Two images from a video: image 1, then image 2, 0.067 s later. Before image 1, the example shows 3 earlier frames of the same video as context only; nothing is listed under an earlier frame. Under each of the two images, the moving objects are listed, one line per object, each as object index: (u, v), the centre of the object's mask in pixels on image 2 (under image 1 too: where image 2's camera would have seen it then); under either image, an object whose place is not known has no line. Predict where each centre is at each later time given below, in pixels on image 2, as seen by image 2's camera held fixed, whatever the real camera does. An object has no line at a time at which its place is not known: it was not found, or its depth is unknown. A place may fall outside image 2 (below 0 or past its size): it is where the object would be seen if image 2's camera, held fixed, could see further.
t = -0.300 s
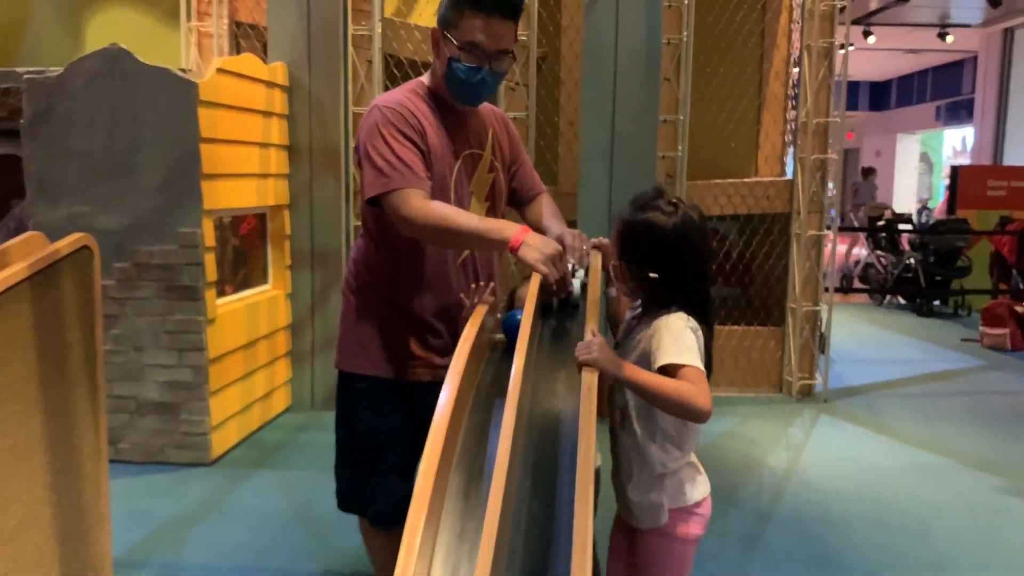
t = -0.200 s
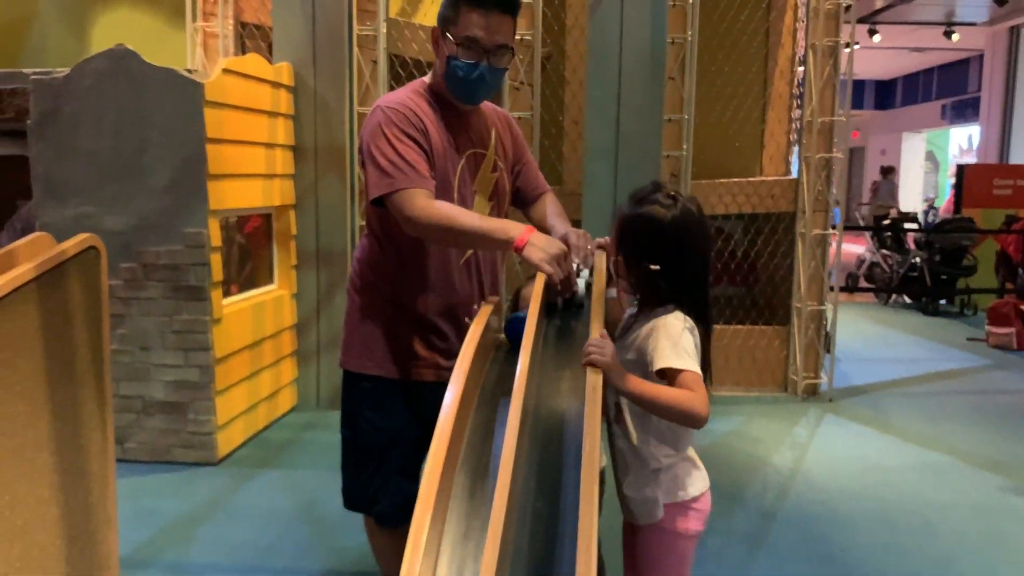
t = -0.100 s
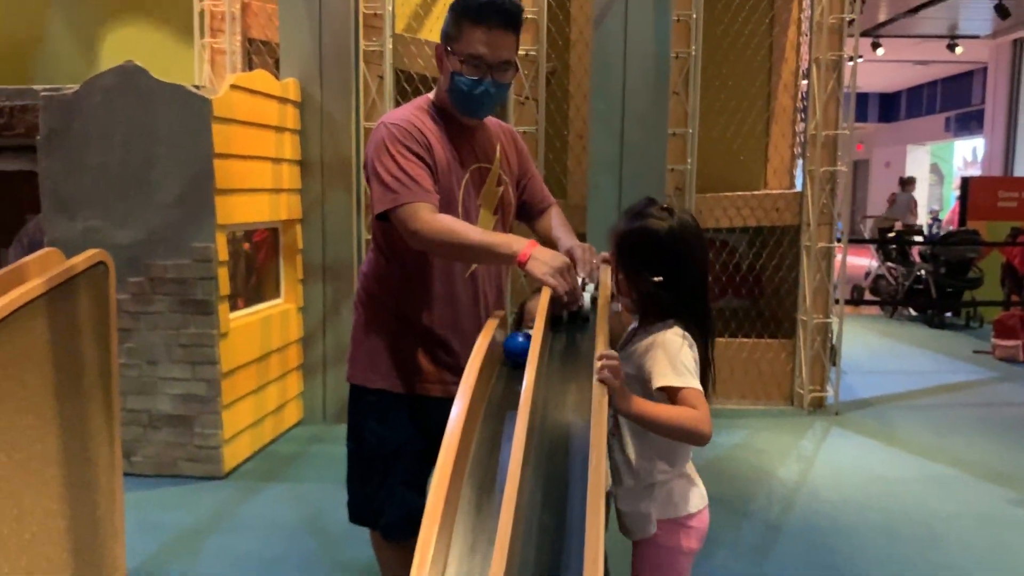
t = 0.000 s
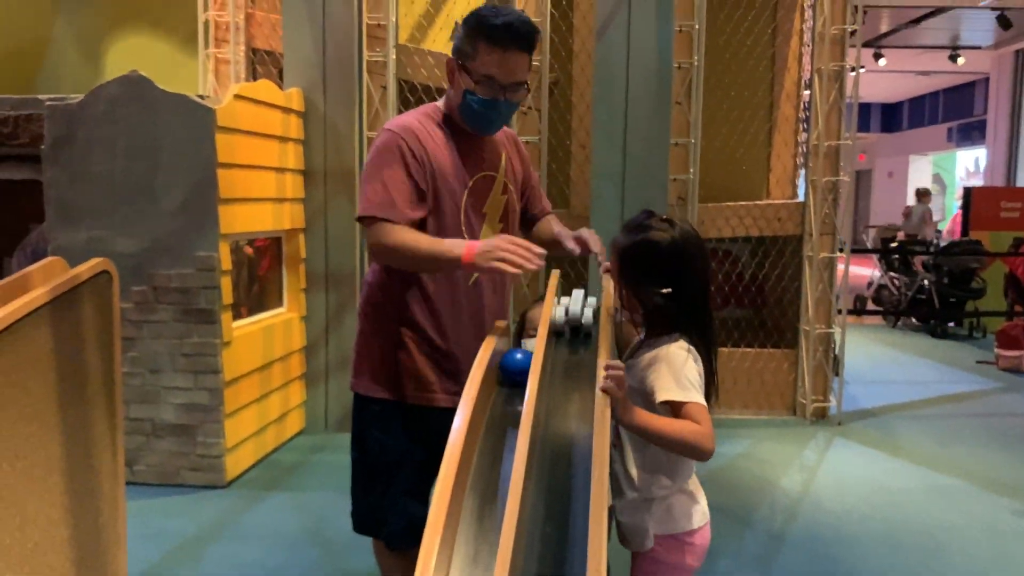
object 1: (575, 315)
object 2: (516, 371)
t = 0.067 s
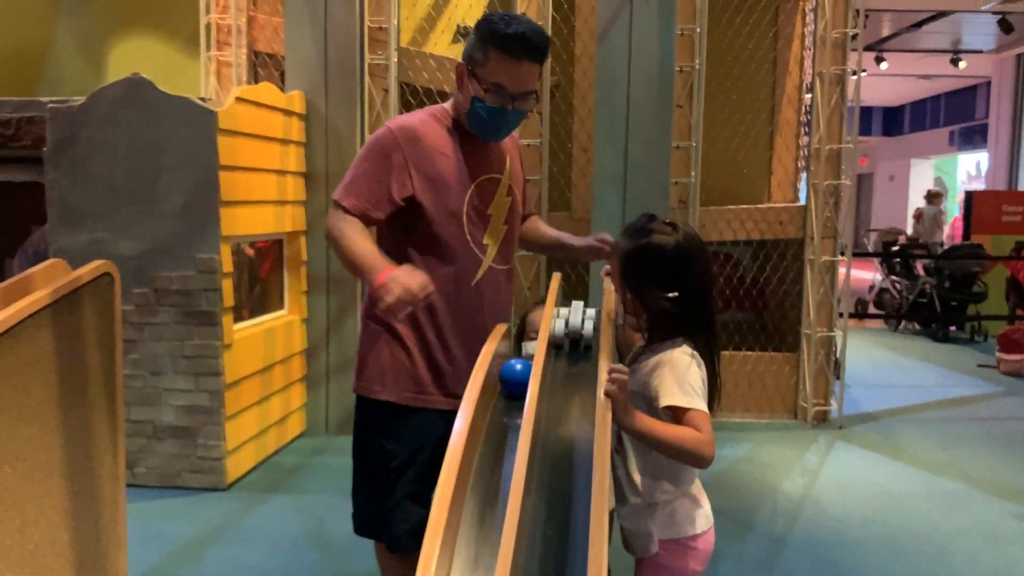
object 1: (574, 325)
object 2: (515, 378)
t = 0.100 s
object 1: (574, 331)
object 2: (514, 384)
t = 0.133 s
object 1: (573, 340)
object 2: (512, 392)
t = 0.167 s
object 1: (572, 350)
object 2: (509, 404)
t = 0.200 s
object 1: (570, 363)
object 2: (505, 417)
